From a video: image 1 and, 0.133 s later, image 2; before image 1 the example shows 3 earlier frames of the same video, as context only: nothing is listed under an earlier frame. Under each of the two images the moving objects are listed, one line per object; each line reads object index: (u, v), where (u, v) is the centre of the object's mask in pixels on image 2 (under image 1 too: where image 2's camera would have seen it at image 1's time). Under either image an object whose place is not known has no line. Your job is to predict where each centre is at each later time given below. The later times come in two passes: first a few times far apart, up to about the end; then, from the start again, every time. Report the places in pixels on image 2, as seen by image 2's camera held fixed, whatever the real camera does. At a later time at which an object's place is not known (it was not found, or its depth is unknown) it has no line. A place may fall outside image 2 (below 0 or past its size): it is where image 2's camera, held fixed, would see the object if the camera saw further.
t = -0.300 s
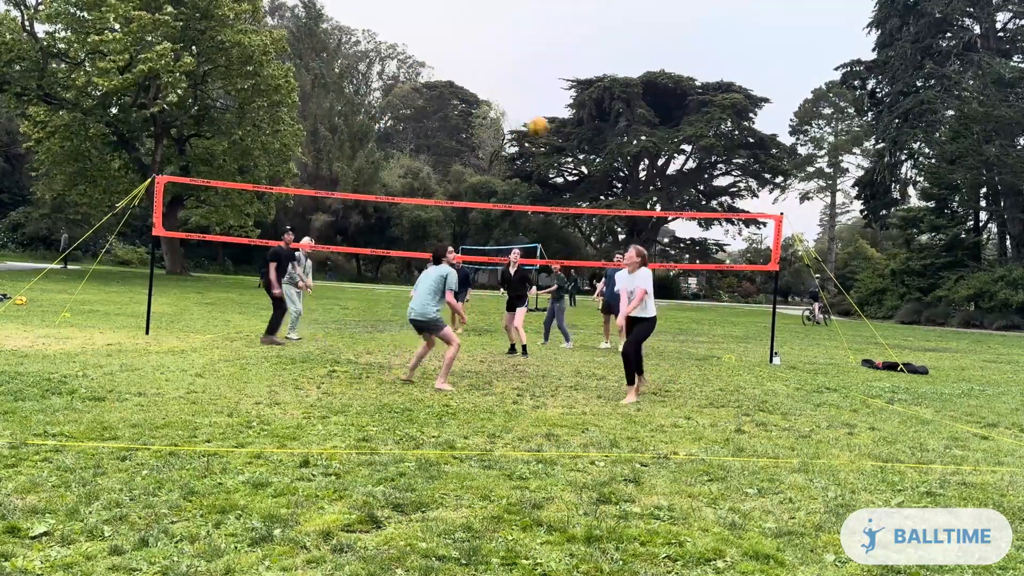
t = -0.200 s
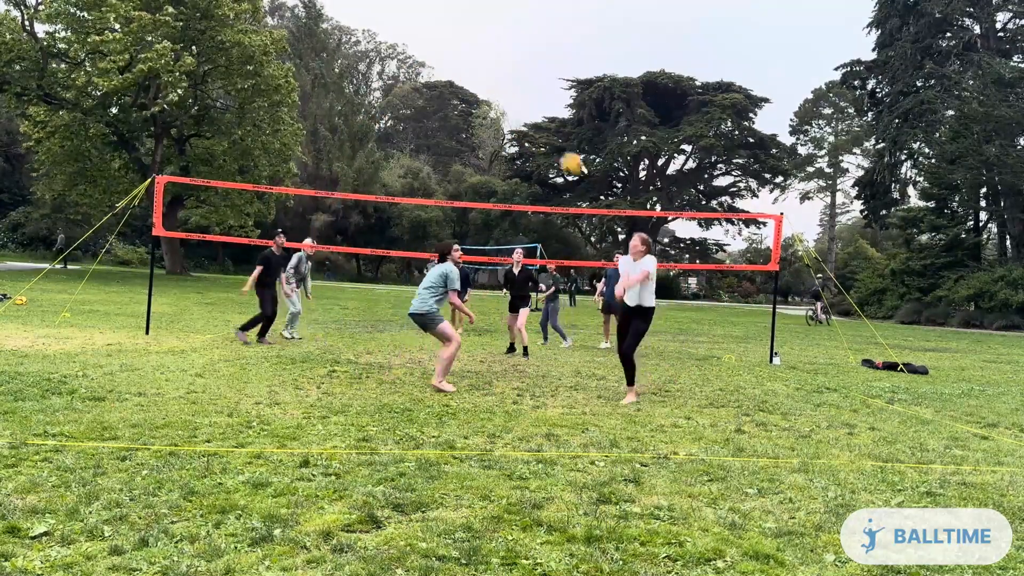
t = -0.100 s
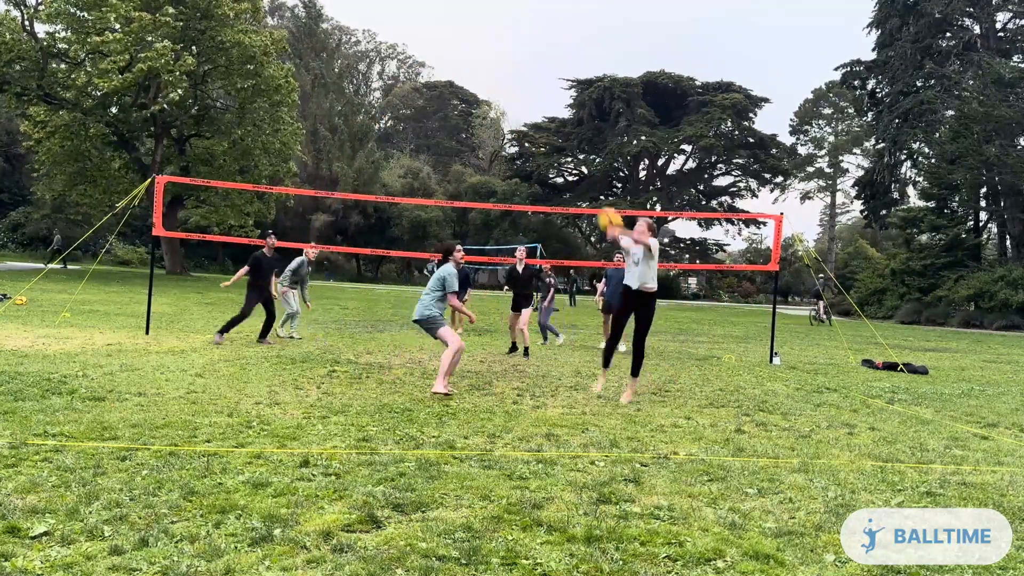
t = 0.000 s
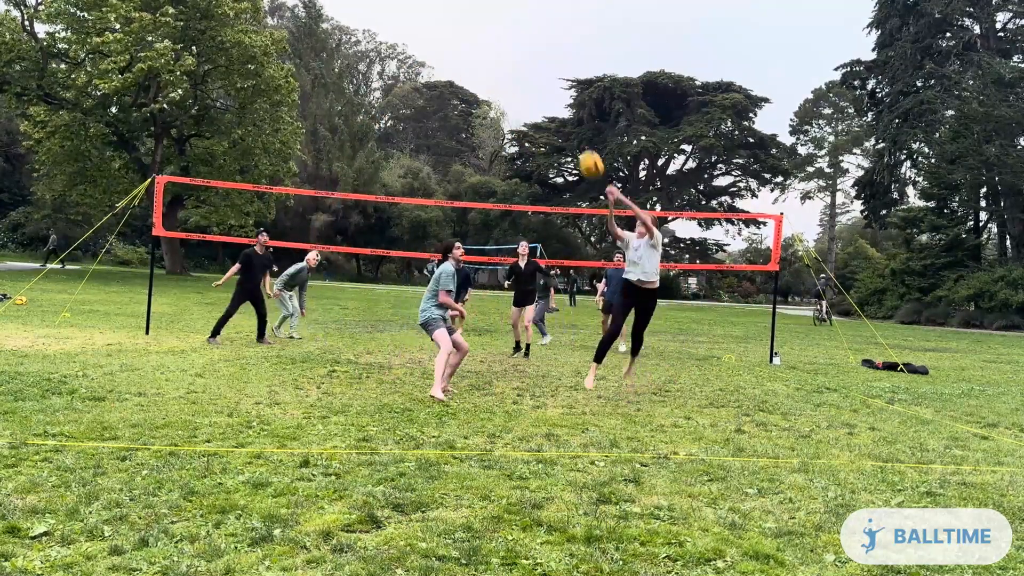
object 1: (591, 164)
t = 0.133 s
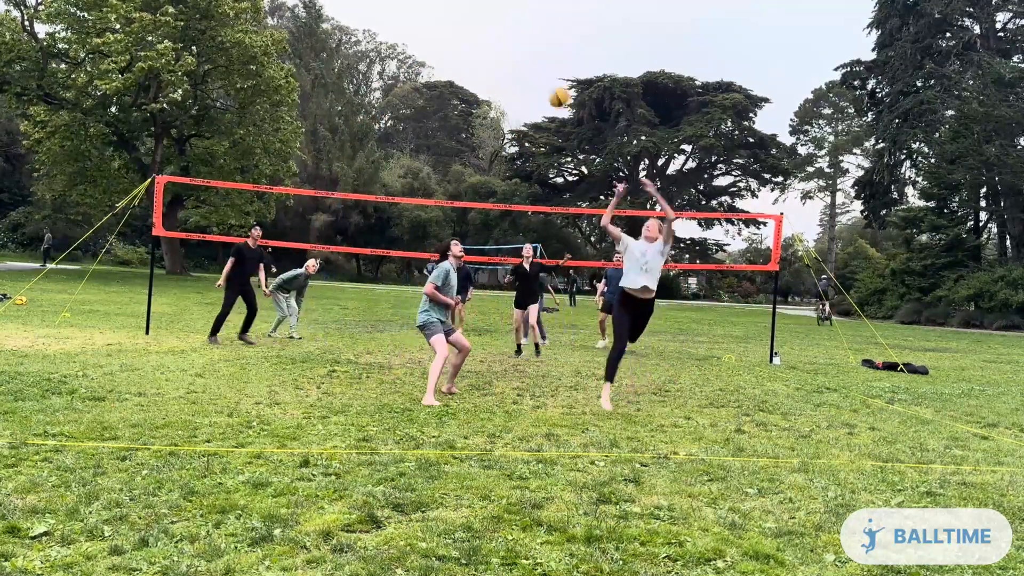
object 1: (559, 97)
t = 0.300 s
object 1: (522, 45)
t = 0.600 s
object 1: (458, 27)
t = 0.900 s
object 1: (400, 86)
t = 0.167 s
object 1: (551, 85)
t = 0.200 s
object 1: (544, 72)
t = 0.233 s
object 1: (536, 62)
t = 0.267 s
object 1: (529, 53)
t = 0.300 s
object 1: (522, 45)
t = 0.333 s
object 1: (514, 38)
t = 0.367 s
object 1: (506, 33)
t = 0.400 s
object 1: (499, 29)
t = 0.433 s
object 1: (492, 26)
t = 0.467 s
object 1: (485, 24)
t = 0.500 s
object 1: (478, 23)
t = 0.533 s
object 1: (471, 23)
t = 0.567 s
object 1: (464, 25)
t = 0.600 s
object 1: (458, 27)
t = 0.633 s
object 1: (451, 30)
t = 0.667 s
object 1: (445, 34)
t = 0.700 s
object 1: (438, 39)
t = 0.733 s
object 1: (432, 45)
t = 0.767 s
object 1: (425, 52)
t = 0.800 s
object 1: (418, 60)
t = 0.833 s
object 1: (412, 68)
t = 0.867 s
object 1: (407, 77)
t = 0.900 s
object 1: (400, 86)
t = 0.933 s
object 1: (394, 98)
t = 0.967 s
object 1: (389, 109)
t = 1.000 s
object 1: (383, 121)
